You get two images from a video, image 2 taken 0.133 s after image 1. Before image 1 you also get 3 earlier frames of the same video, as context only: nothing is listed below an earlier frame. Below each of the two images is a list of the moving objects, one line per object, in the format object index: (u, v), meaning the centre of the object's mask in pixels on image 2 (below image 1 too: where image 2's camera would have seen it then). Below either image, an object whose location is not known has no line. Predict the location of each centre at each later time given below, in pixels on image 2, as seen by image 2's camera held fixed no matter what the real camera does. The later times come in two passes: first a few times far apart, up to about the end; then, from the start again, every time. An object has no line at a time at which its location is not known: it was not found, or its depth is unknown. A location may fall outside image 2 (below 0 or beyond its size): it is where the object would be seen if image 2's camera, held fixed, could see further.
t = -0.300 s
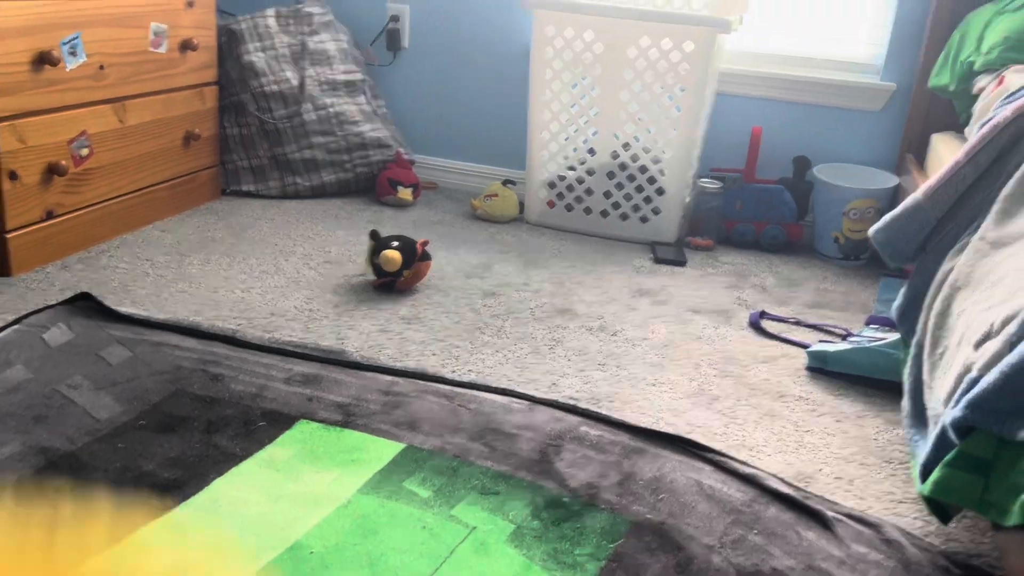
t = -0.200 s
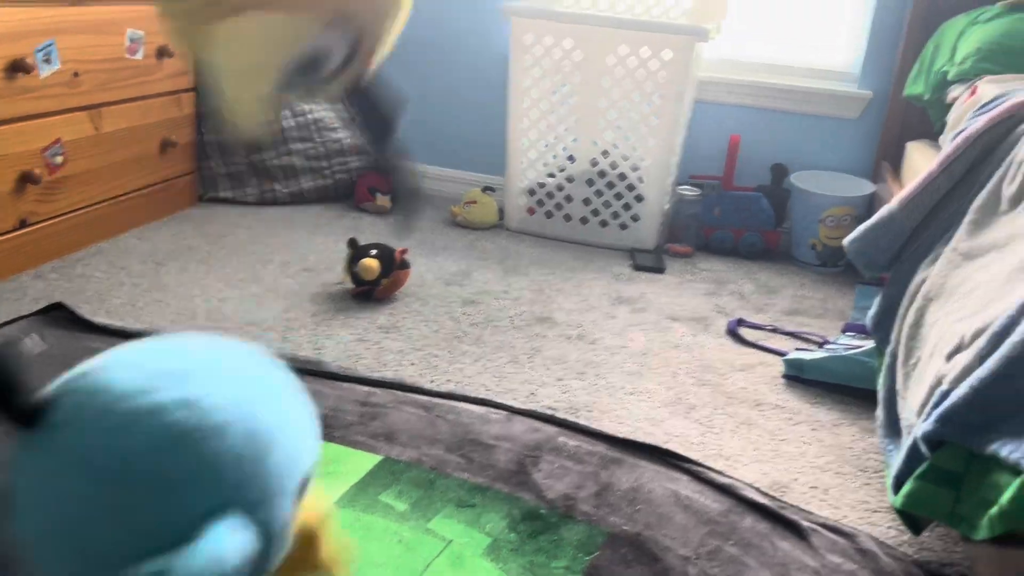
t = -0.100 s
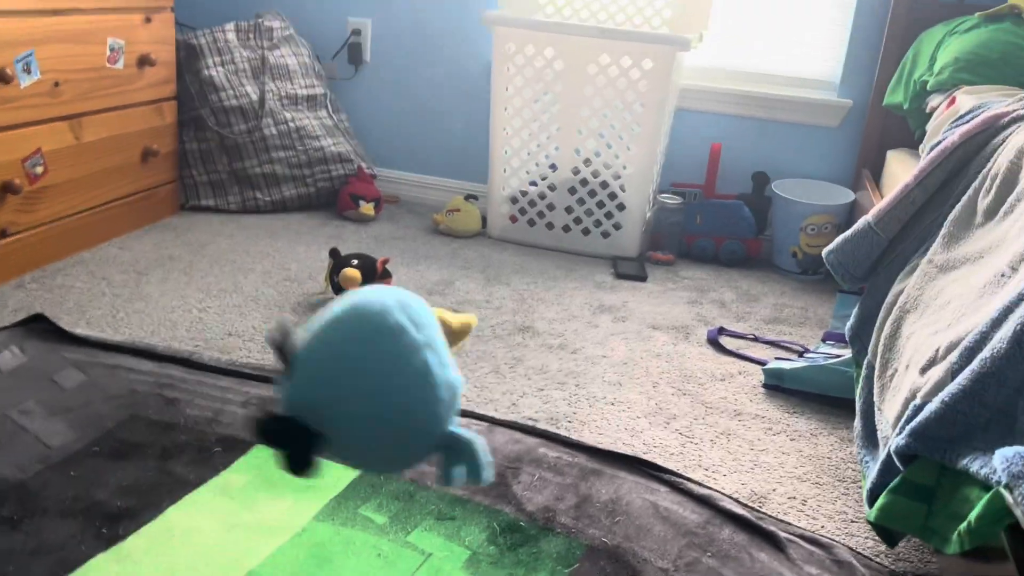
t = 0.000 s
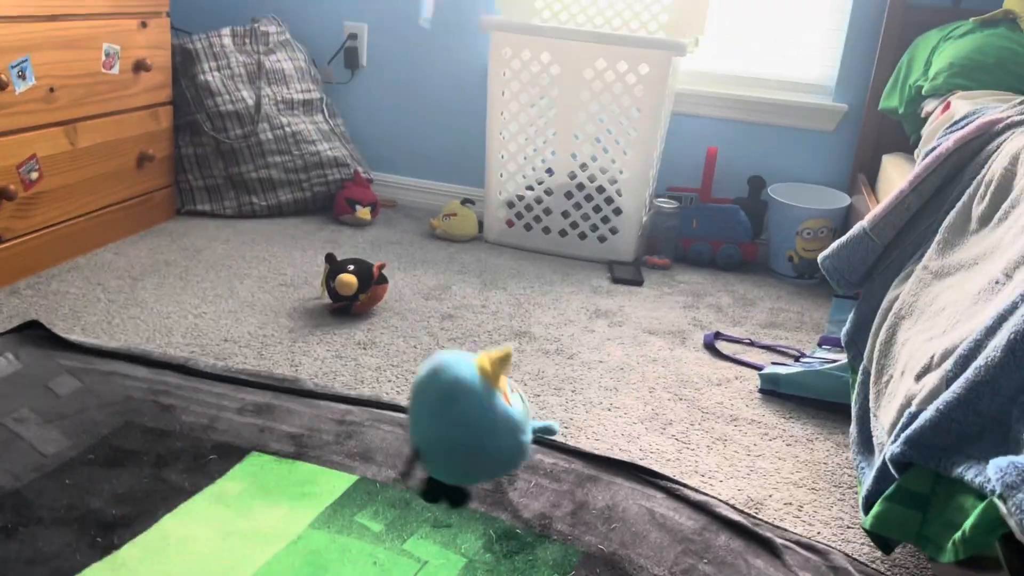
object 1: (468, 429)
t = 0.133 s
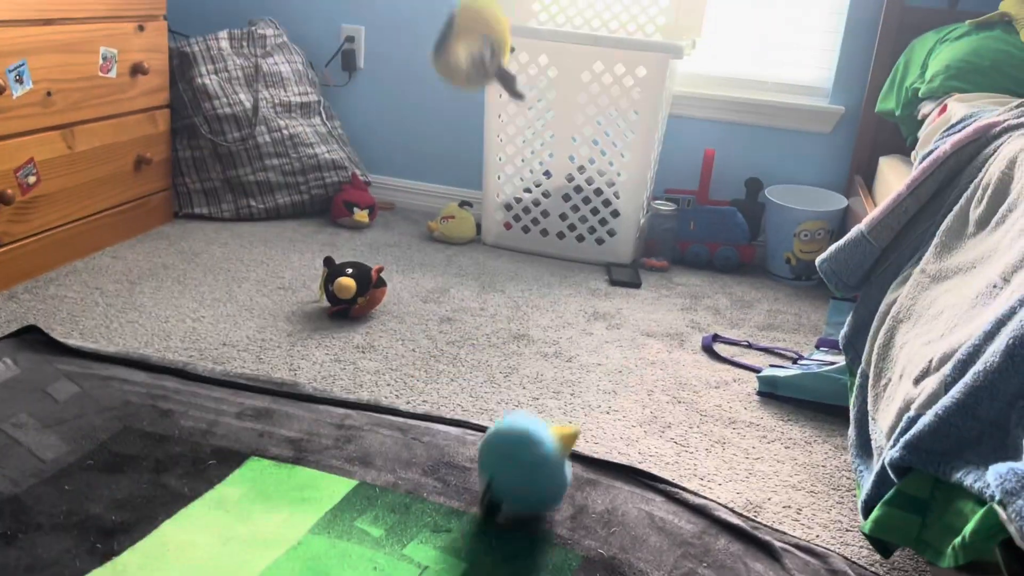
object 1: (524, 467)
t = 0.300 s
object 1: (586, 366)
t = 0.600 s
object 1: (672, 353)
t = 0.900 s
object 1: (727, 322)
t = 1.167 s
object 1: (750, 304)
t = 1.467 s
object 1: (735, 305)
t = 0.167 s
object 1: (540, 427)
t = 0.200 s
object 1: (556, 401)
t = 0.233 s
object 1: (568, 378)
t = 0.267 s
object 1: (579, 367)
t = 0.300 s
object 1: (586, 366)
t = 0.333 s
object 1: (594, 367)
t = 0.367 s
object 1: (599, 376)
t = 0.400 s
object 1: (600, 390)
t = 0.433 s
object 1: (611, 386)
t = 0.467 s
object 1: (625, 370)
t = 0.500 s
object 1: (639, 362)
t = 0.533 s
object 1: (651, 354)
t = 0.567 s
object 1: (663, 352)
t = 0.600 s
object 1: (672, 353)
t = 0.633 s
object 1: (679, 345)
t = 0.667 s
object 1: (685, 341)
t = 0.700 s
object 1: (692, 336)
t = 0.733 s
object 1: (697, 336)
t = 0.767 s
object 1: (702, 330)
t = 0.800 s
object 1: (708, 324)
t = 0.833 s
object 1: (714, 320)
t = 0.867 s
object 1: (720, 323)
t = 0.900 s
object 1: (727, 322)
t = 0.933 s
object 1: (733, 316)
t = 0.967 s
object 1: (740, 314)
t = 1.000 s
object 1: (745, 315)
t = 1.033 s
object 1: (750, 313)
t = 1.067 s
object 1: (751, 309)
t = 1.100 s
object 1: (752, 305)
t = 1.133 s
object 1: (751, 305)
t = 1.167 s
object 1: (750, 304)
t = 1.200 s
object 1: (749, 304)
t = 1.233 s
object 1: (747, 302)
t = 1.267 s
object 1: (746, 302)
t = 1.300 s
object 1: (744, 301)
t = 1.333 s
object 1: (742, 302)
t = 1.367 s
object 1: (740, 302)
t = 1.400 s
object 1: (739, 302)
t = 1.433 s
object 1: (737, 305)
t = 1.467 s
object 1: (735, 305)
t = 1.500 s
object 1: (733, 308)
